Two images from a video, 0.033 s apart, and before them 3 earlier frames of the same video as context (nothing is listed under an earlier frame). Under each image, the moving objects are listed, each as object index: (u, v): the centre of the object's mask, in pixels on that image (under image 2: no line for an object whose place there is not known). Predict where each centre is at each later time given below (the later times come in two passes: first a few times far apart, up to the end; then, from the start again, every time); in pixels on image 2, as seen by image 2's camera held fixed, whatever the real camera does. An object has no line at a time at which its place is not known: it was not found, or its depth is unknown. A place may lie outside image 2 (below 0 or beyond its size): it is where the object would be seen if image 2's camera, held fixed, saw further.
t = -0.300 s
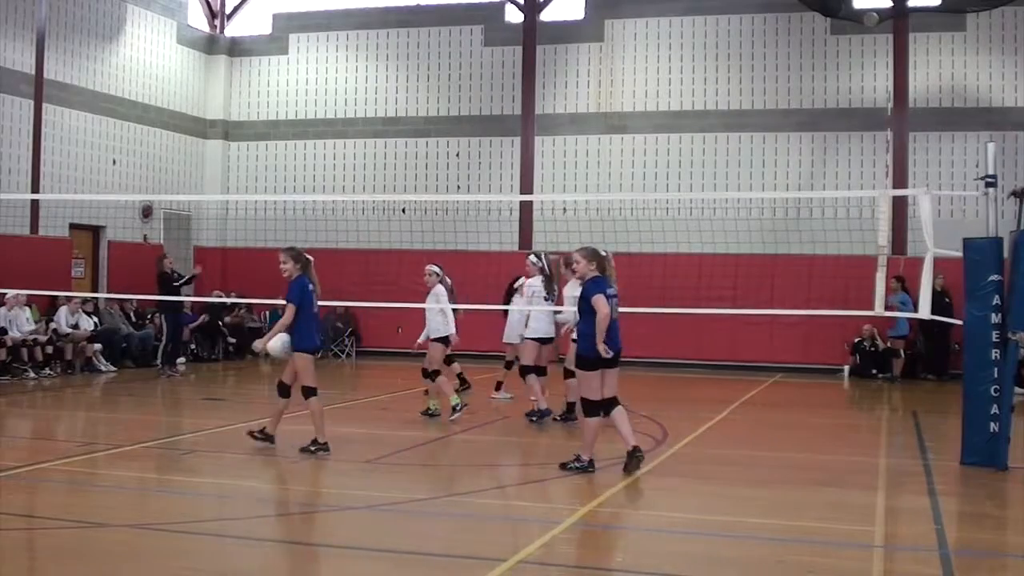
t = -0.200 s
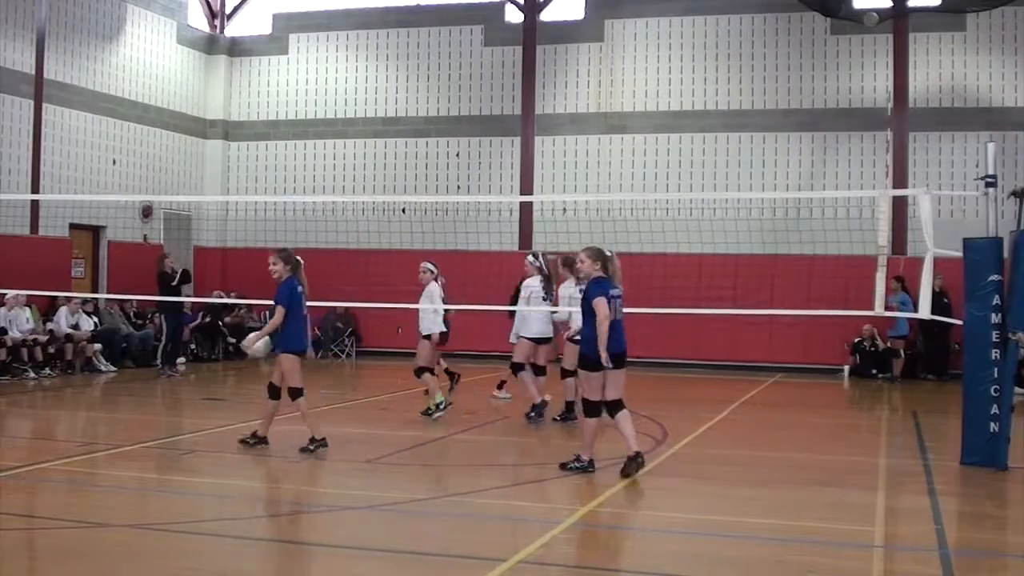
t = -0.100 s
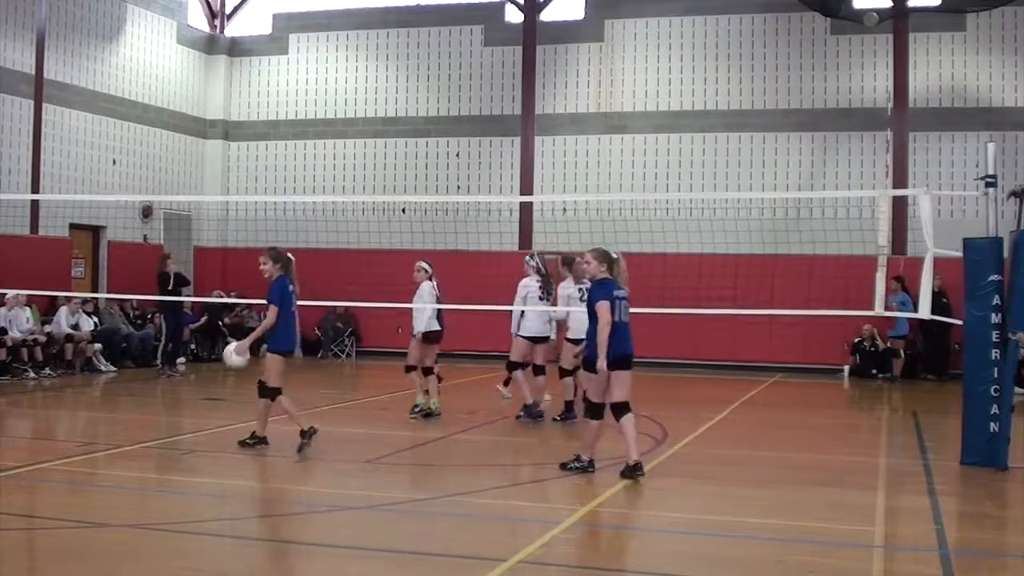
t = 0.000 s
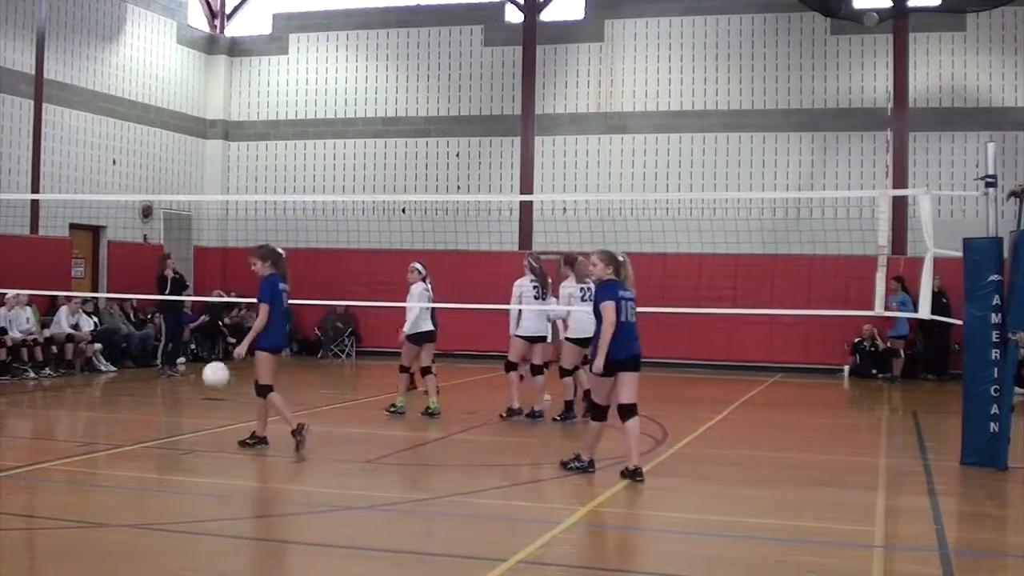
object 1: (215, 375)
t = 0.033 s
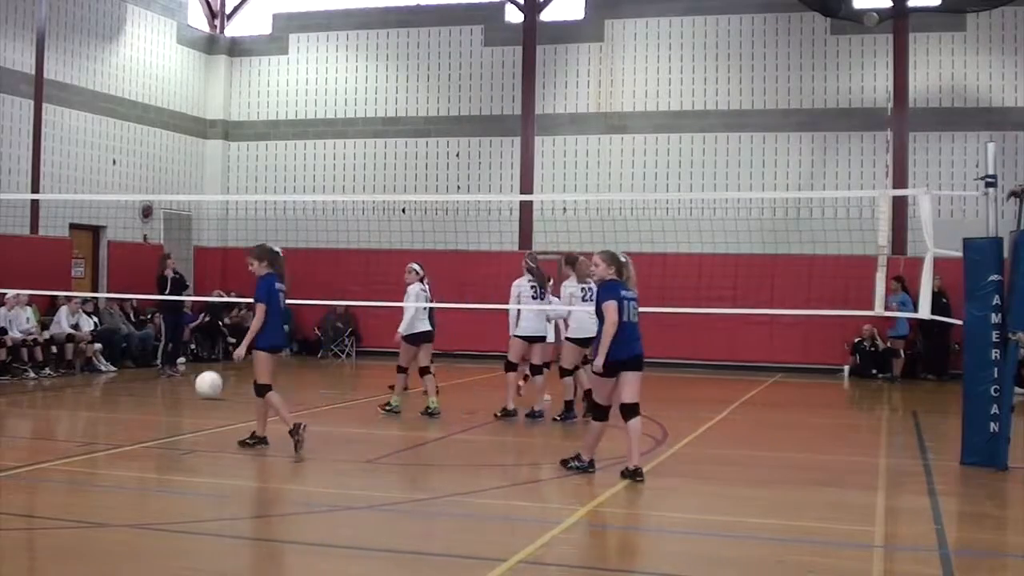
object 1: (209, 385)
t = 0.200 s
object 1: (175, 430)
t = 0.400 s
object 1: (146, 387)
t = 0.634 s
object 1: (108, 398)
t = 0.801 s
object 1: (80, 452)
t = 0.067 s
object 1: (202, 395)
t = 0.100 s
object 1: (194, 406)
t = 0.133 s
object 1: (188, 420)
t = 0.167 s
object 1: (180, 436)
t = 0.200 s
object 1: (175, 430)
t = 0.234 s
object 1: (170, 420)
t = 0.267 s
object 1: (166, 410)
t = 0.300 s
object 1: (161, 402)
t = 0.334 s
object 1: (156, 396)
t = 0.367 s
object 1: (150, 391)
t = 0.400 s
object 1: (146, 387)
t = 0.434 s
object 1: (140, 384)
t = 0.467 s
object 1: (135, 383)
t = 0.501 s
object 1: (130, 383)
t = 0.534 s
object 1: (125, 385)
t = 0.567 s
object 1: (119, 388)
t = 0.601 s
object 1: (114, 392)
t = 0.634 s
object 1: (108, 398)
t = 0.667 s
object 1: (103, 405)
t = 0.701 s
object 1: (97, 414)
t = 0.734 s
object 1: (91, 426)
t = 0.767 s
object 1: (85, 438)
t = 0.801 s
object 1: (80, 452)
